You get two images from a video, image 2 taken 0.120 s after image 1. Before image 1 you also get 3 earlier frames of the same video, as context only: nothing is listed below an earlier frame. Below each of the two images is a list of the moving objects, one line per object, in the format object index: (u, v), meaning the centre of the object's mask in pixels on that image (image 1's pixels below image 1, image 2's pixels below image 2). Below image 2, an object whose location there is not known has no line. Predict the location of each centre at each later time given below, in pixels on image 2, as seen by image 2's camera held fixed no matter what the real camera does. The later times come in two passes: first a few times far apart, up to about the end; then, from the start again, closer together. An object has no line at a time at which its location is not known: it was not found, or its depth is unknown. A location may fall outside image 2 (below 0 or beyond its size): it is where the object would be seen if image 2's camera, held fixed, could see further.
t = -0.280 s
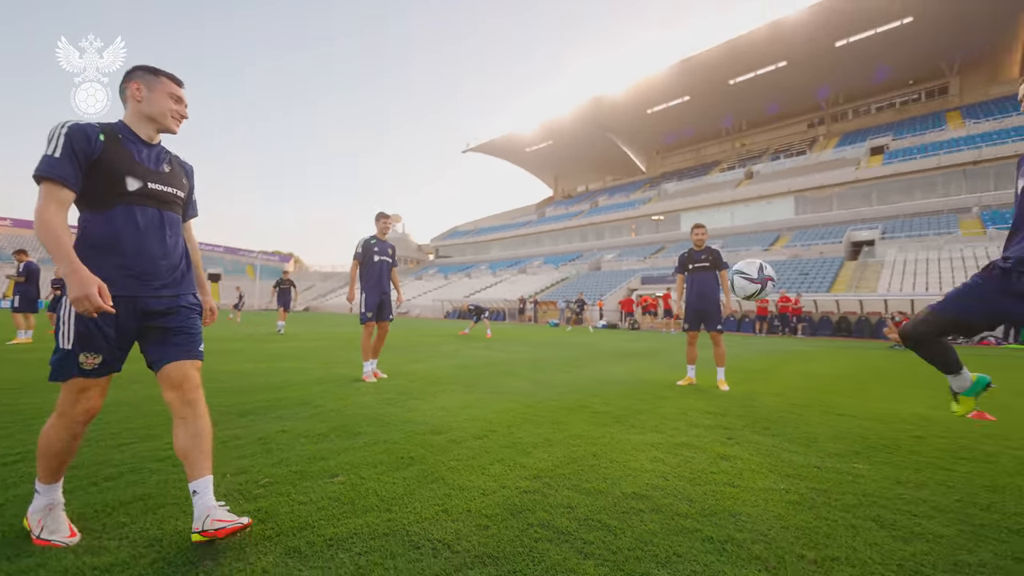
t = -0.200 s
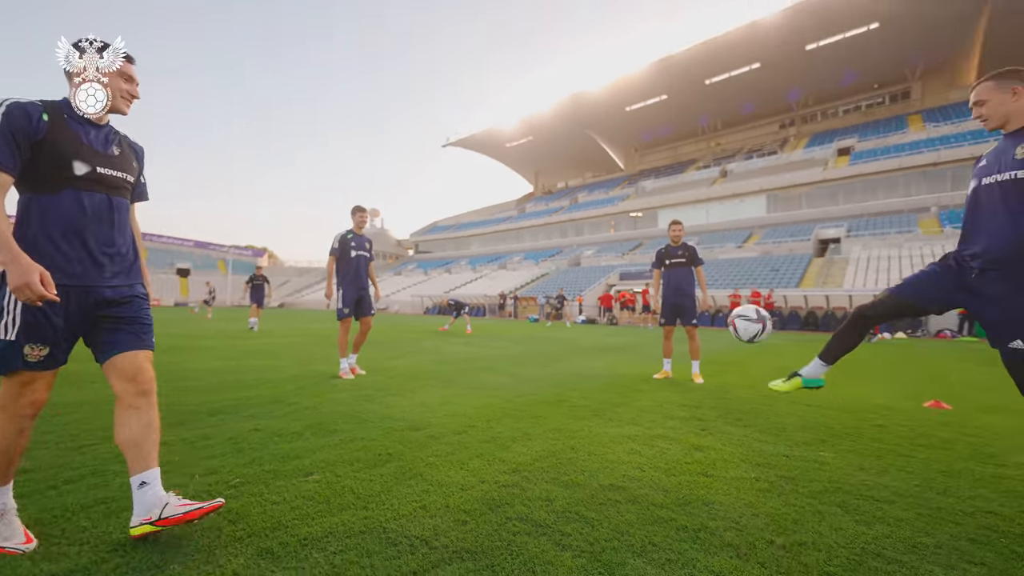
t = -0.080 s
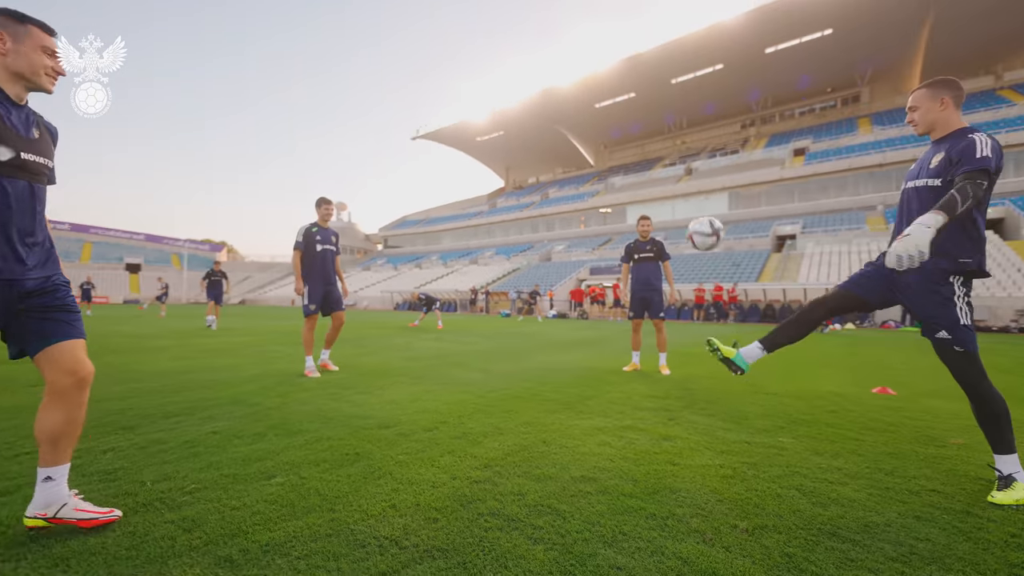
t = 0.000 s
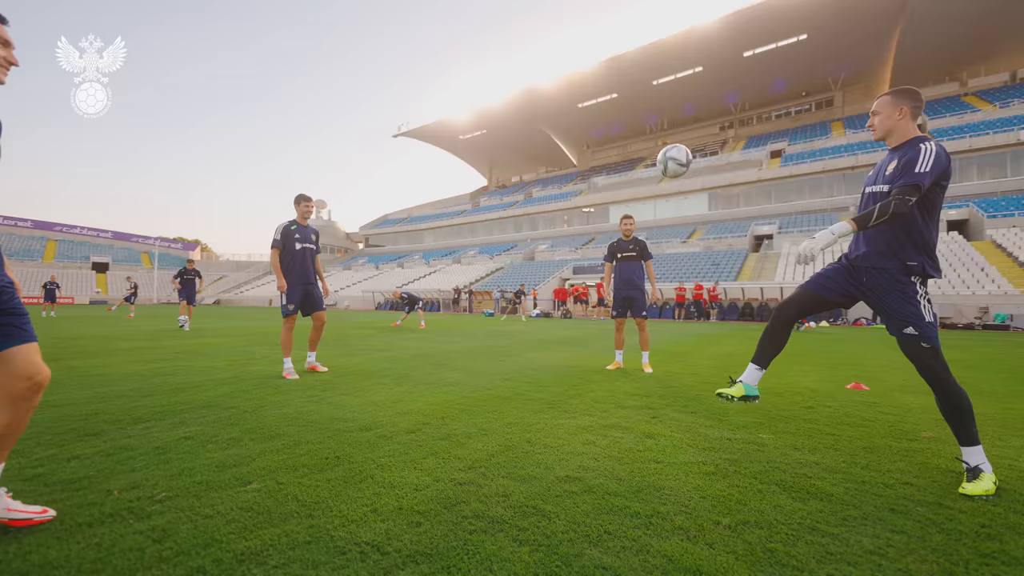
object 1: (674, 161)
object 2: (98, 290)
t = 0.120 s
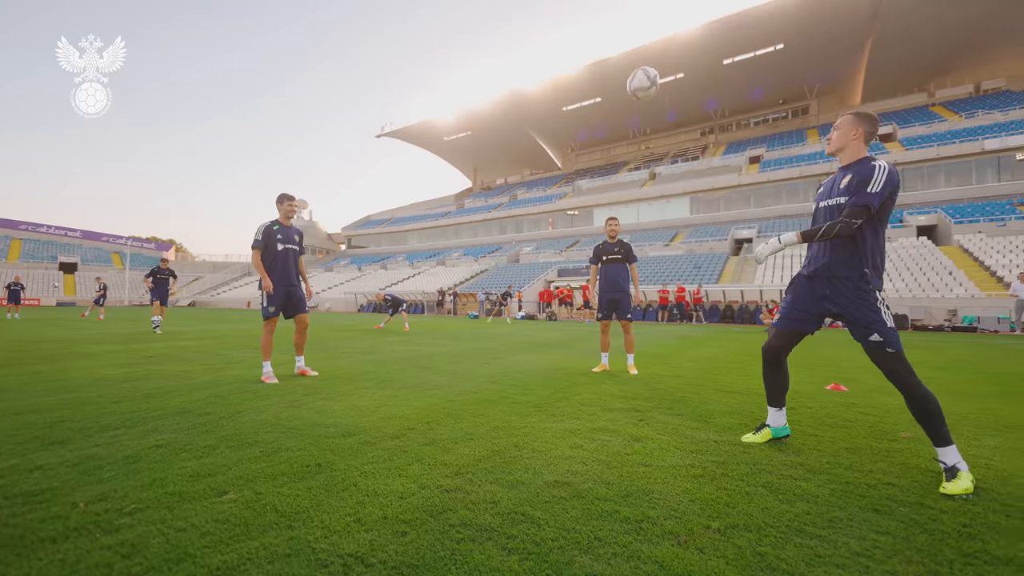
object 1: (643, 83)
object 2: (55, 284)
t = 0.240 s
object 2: (47, 282)
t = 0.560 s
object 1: (609, -17)
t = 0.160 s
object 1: (640, 62)
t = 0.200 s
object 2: (49, 282)
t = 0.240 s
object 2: (47, 282)
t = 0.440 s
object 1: (617, -7)
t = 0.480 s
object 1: (614, -11)
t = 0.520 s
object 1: (612, -15)
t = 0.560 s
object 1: (609, -17)
